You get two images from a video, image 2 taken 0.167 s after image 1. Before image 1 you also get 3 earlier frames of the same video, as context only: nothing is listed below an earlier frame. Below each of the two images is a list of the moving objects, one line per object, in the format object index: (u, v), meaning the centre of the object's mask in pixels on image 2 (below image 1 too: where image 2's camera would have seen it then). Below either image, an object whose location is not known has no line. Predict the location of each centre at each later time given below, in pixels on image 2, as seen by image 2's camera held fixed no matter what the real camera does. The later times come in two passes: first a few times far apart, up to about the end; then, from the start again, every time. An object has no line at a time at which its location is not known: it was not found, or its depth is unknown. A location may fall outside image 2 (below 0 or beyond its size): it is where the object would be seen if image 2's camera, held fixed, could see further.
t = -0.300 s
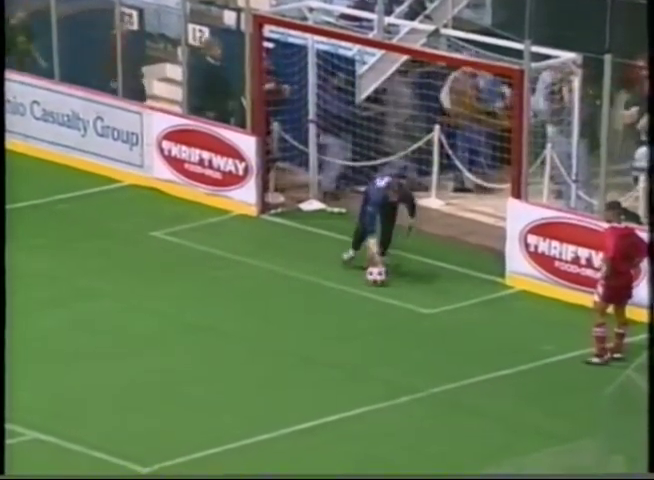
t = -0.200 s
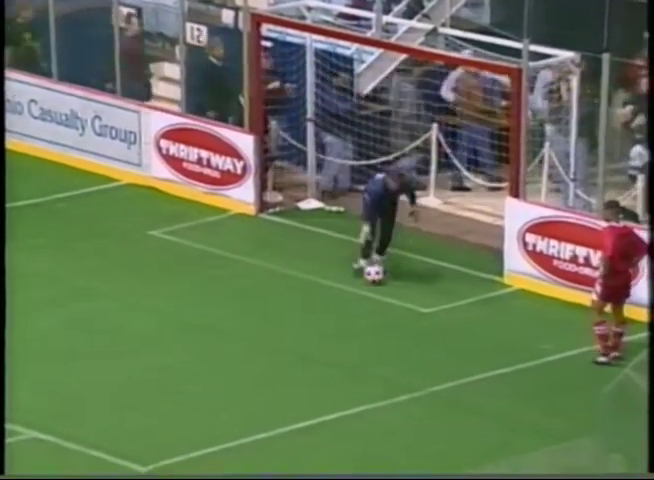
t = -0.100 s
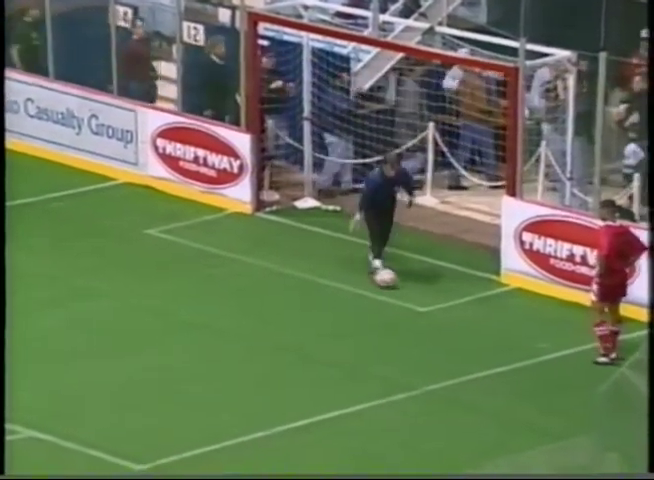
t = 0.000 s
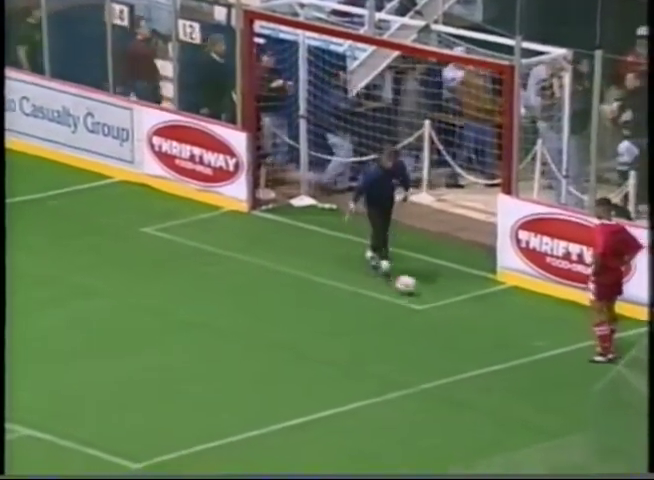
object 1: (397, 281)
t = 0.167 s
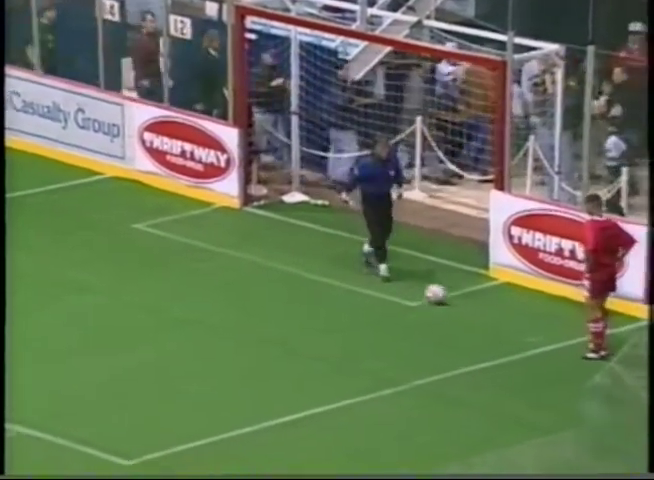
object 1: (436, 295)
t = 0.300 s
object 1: (463, 304)
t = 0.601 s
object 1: (517, 323)
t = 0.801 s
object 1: (550, 335)
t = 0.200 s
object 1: (442, 297)
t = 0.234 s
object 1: (449, 300)
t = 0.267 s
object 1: (456, 302)
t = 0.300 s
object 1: (463, 304)
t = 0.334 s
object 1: (469, 306)
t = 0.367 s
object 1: (475, 308)
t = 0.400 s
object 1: (481, 311)
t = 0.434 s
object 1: (487, 312)
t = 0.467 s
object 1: (492, 314)
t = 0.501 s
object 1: (498, 317)
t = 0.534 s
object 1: (504, 318)
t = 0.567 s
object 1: (511, 321)
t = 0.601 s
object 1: (517, 323)
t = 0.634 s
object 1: (522, 325)
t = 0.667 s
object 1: (527, 326)
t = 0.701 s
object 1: (533, 329)
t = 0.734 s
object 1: (539, 331)
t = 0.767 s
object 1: (545, 333)
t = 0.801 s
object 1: (550, 335)
